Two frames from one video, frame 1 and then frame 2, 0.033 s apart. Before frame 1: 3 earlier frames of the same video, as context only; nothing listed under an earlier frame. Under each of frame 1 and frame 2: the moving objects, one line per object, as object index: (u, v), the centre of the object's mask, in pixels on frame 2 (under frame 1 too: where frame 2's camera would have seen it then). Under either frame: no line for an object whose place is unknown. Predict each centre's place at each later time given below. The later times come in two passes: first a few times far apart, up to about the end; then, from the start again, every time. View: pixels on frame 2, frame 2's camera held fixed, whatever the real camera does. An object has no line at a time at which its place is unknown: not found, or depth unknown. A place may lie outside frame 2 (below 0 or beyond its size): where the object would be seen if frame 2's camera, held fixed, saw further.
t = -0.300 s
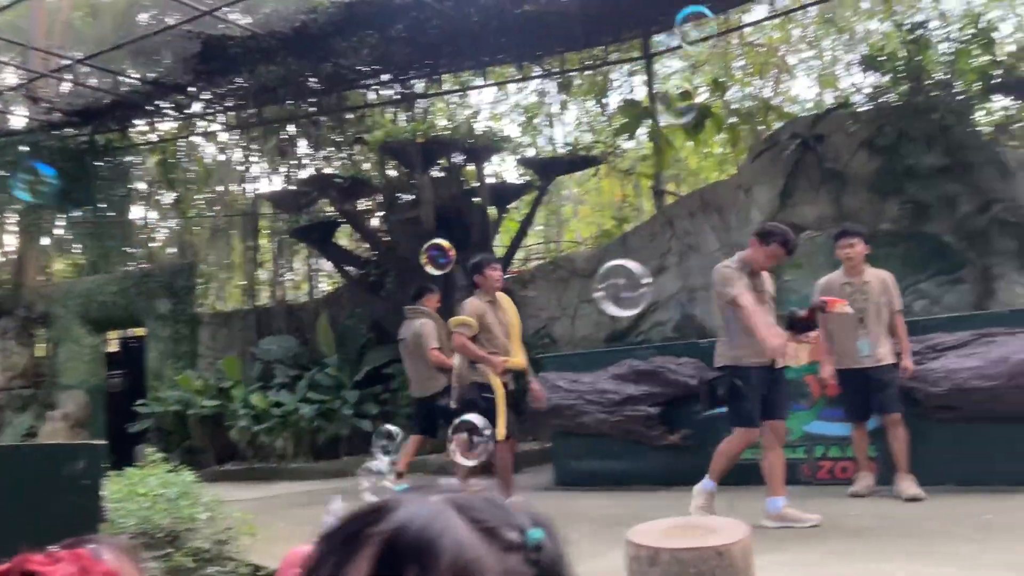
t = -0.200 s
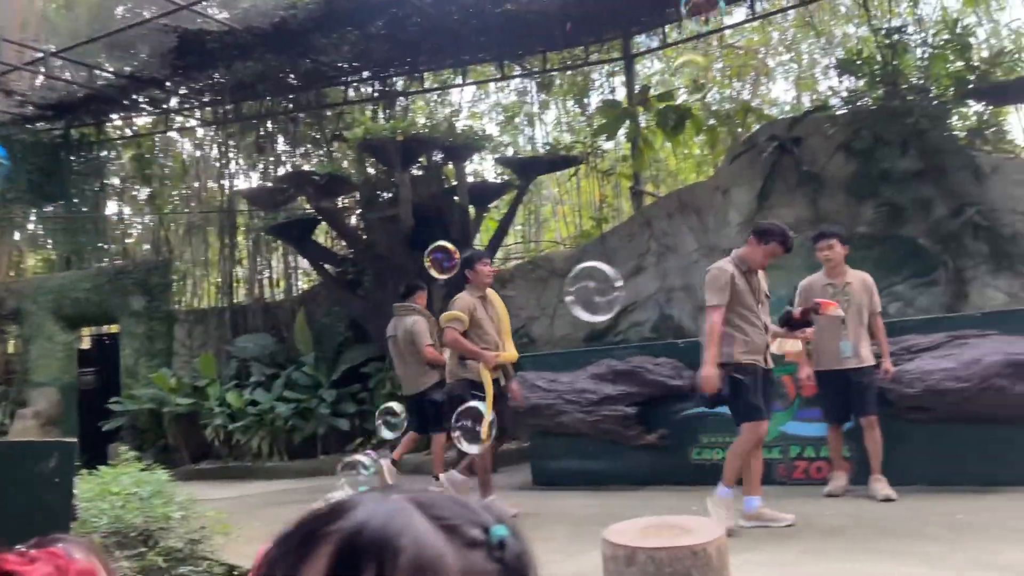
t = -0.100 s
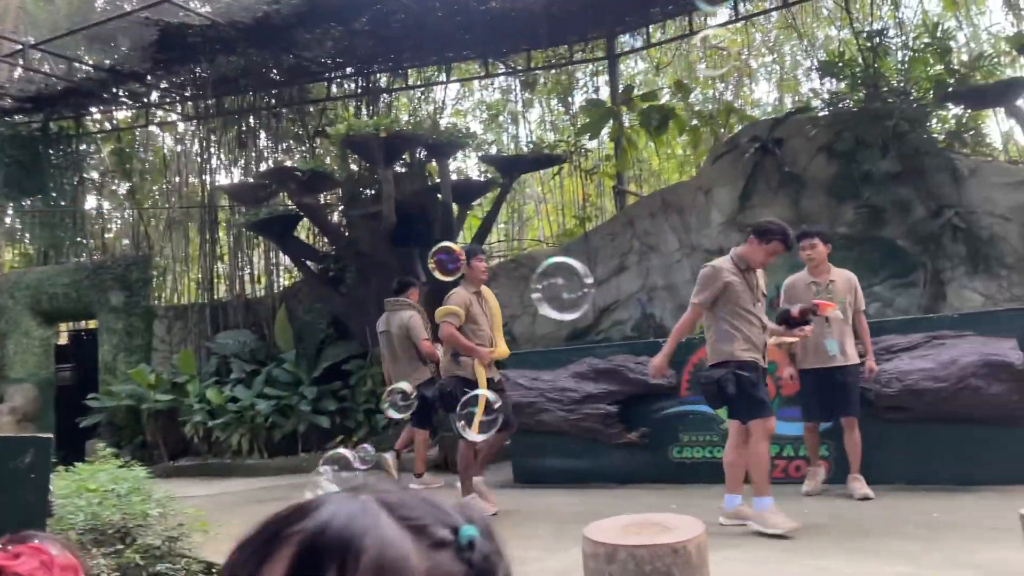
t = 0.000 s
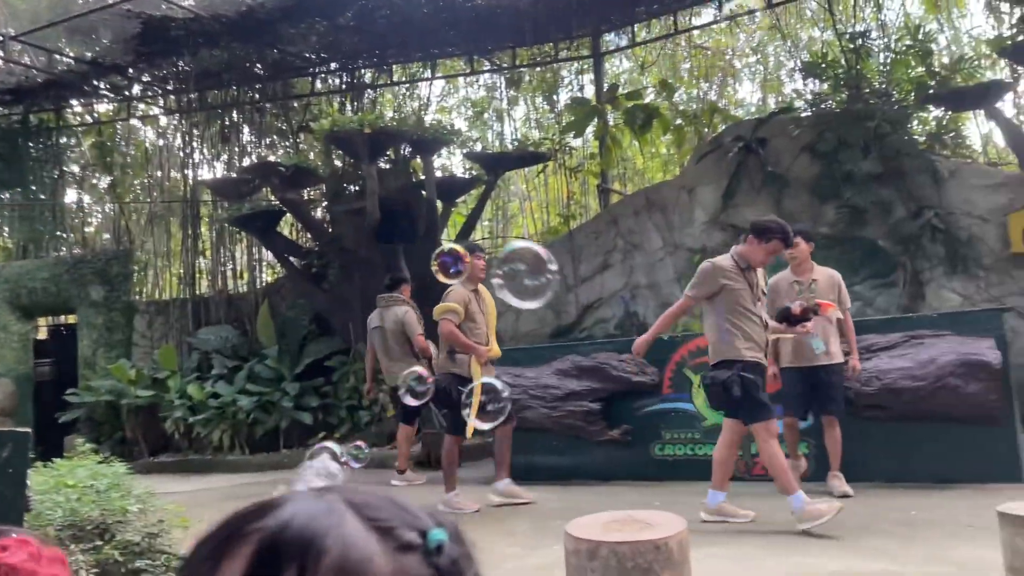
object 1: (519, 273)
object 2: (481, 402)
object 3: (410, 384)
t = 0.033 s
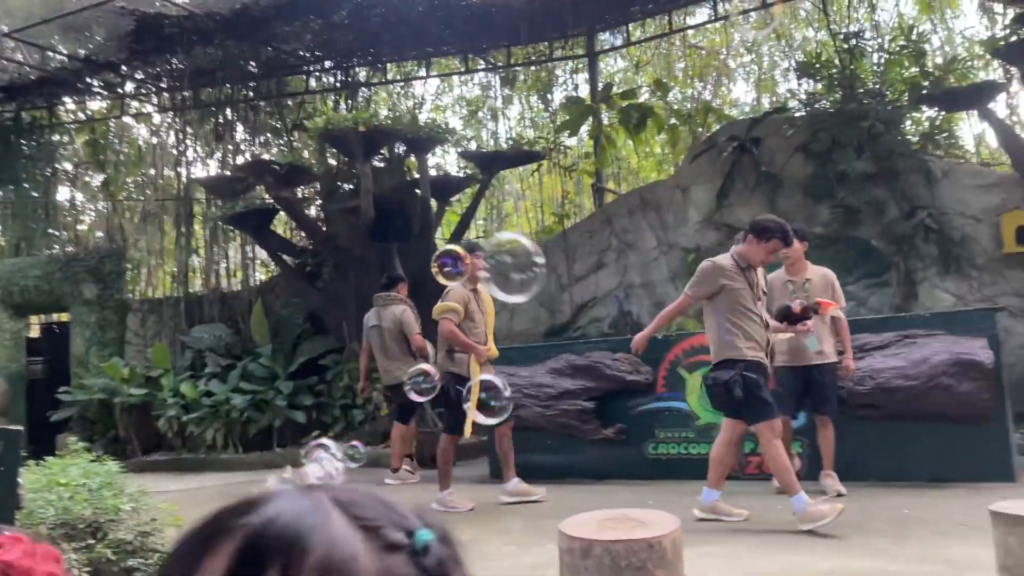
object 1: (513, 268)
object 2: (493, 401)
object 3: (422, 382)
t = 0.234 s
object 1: (467, 219)
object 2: (531, 388)
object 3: (485, 386)
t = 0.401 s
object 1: (473, 179)
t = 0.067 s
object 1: (503, 260)
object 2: (498, 398)
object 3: (434, 382)
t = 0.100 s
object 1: (496, 254)
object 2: (505, 395)
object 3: (445, 382)
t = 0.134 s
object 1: (485, 252)
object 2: (511, 394)
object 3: (456, 383)
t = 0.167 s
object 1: (476, 235)
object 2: (518, 392)
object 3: (466, 384)
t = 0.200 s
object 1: (469, 226)
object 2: (524, 390)
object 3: (475, 385)
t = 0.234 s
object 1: (467, 219)
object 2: (531, 388)
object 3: (485, 386)
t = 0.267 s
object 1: (463, 210)
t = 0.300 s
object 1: (458, 198)
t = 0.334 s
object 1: (462, 192)
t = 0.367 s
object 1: (465, 184)
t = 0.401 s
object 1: (473, 179)
